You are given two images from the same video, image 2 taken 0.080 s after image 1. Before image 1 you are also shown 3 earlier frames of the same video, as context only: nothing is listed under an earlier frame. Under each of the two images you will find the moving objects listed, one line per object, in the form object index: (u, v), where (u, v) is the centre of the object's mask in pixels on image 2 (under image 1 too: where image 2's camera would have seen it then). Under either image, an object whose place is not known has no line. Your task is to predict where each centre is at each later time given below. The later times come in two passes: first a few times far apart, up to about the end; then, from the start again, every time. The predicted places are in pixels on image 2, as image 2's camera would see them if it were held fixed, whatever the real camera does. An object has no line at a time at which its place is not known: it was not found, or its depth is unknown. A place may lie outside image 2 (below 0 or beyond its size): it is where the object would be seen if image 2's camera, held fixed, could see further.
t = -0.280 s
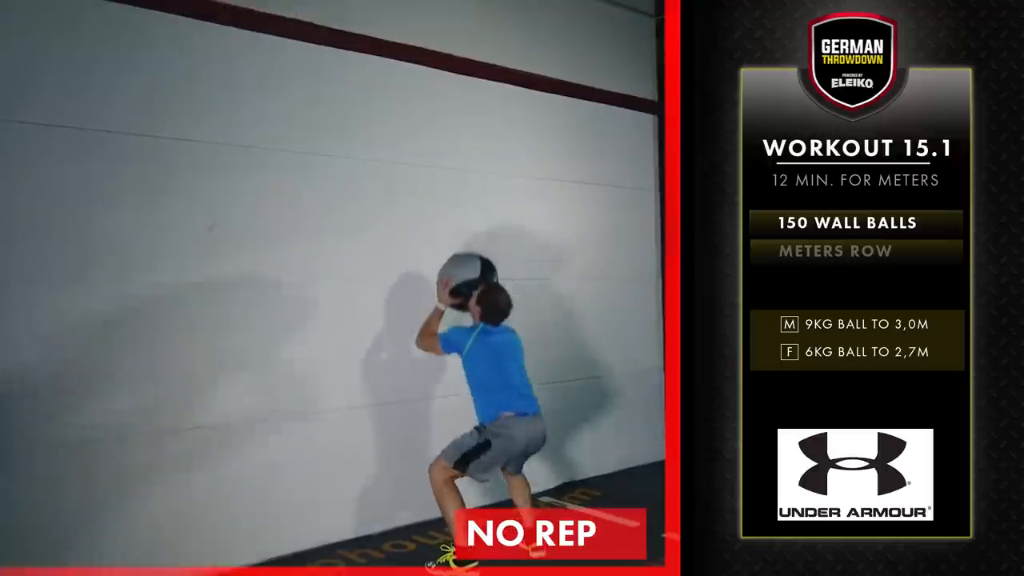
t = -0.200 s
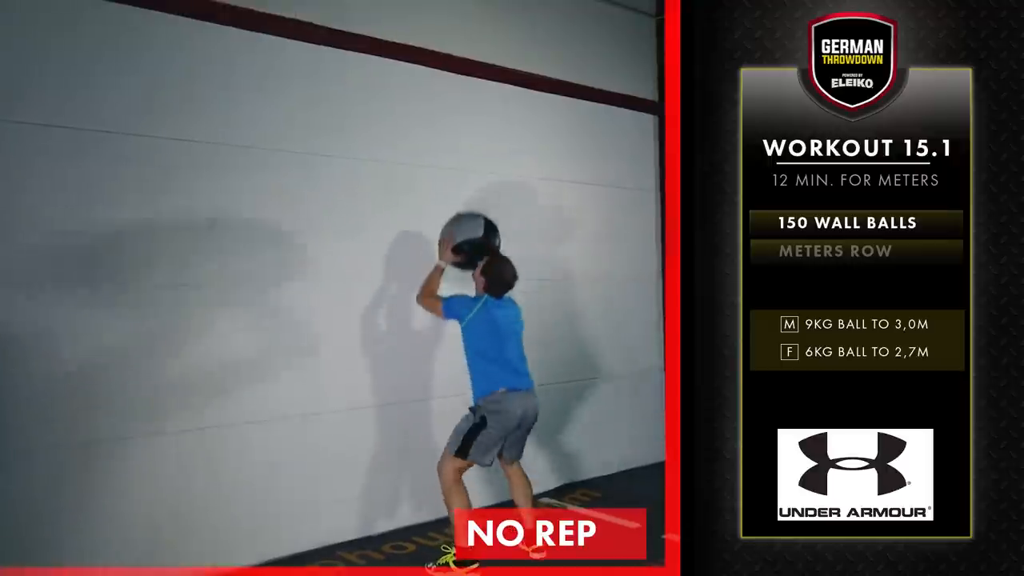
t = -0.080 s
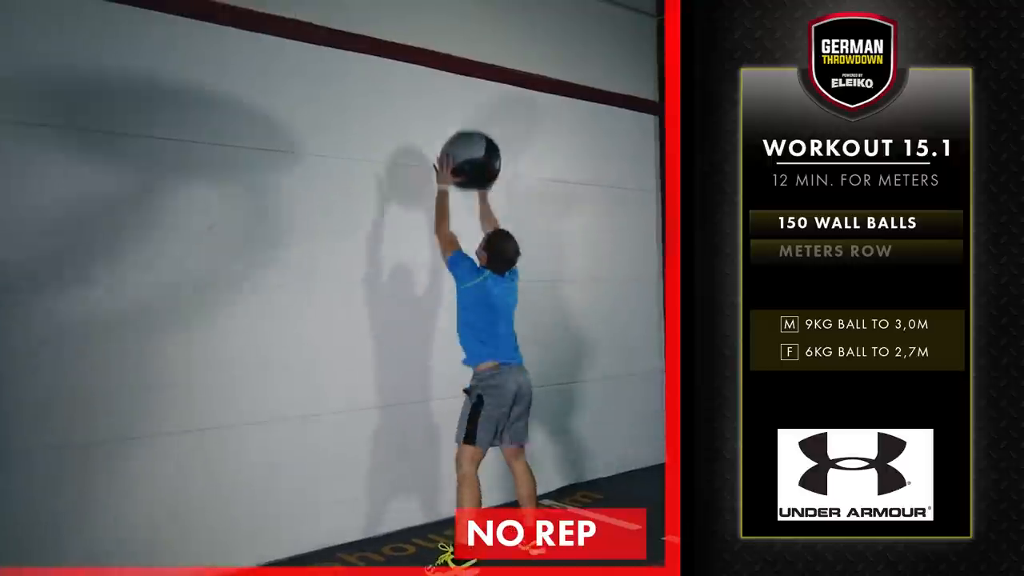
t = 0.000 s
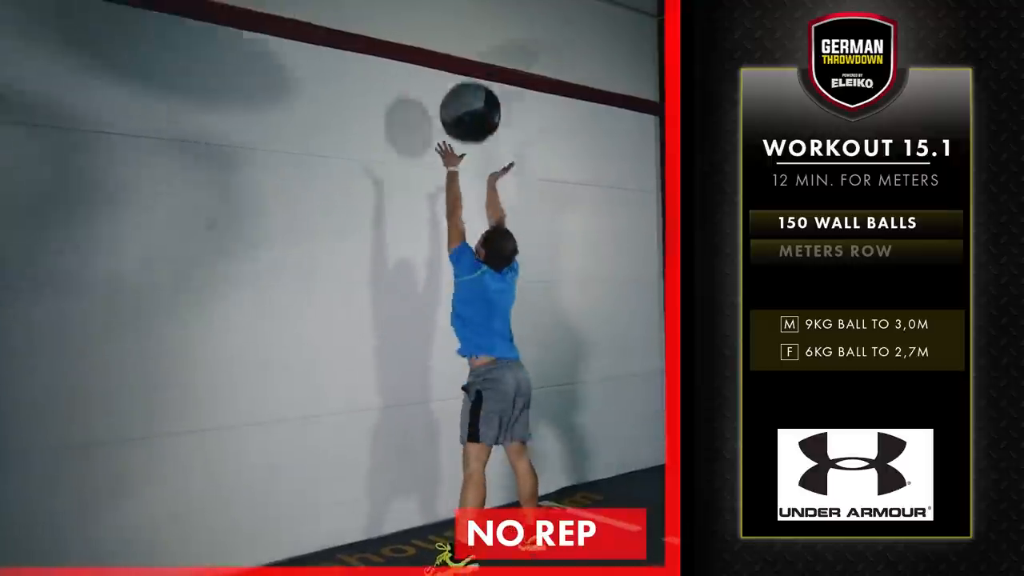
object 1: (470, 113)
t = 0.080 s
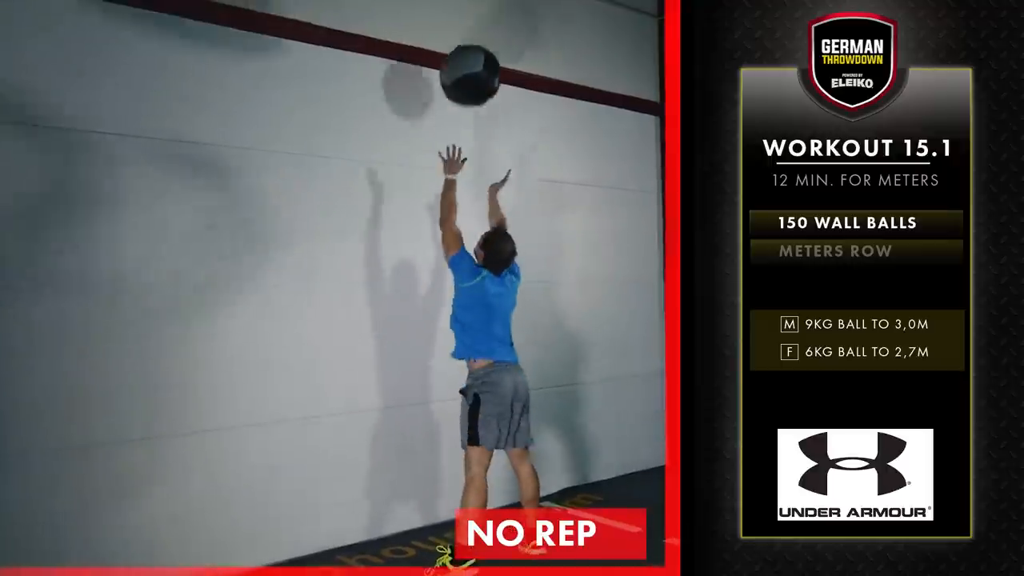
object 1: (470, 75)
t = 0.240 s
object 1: (470, 32)
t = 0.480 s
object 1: (472, 45)
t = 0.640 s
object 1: (472, 111)
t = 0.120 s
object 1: (470, 60)
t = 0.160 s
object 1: (471, 48)
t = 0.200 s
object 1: (470, 39)
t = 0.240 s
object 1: (470, 32)
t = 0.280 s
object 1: (470, 28)
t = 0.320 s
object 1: (470, 28)
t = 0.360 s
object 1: (471, 28)
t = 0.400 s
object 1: (471, 30)
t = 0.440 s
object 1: (471, 36)
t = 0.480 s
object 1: (472, 45)
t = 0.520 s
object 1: (472, 57)
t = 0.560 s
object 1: (471, 72)
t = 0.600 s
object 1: (472, 90)
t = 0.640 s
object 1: (472, 111)
